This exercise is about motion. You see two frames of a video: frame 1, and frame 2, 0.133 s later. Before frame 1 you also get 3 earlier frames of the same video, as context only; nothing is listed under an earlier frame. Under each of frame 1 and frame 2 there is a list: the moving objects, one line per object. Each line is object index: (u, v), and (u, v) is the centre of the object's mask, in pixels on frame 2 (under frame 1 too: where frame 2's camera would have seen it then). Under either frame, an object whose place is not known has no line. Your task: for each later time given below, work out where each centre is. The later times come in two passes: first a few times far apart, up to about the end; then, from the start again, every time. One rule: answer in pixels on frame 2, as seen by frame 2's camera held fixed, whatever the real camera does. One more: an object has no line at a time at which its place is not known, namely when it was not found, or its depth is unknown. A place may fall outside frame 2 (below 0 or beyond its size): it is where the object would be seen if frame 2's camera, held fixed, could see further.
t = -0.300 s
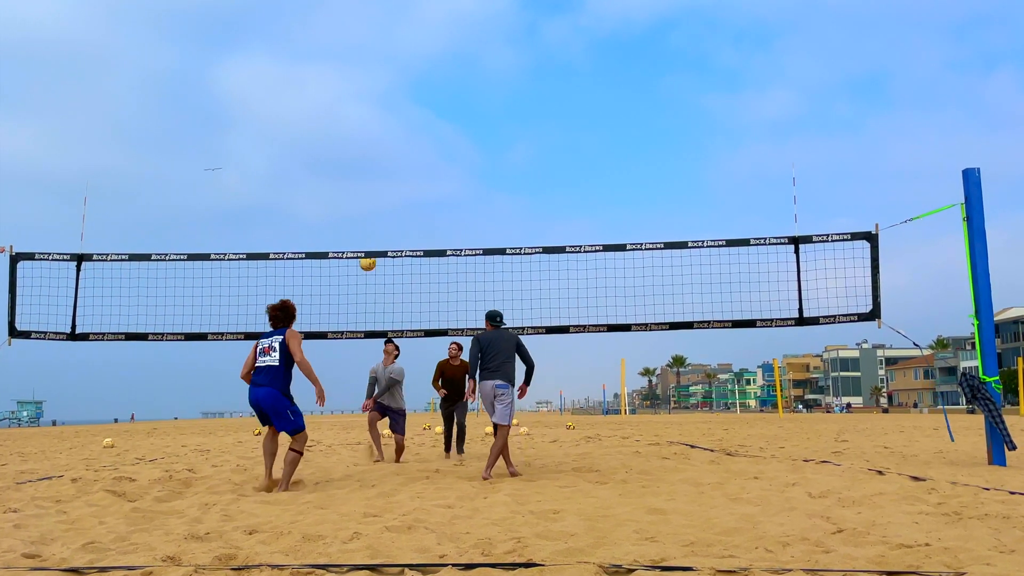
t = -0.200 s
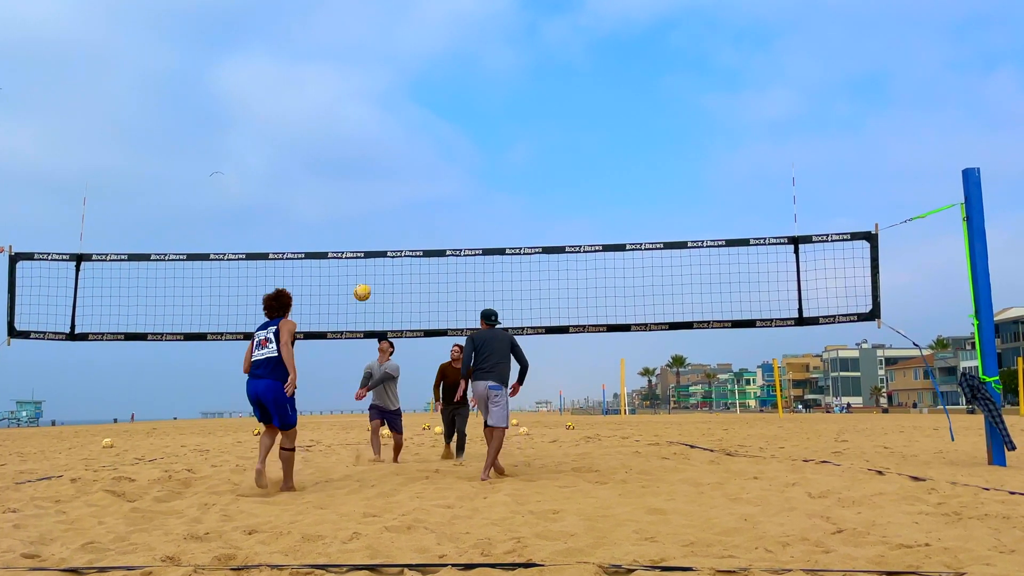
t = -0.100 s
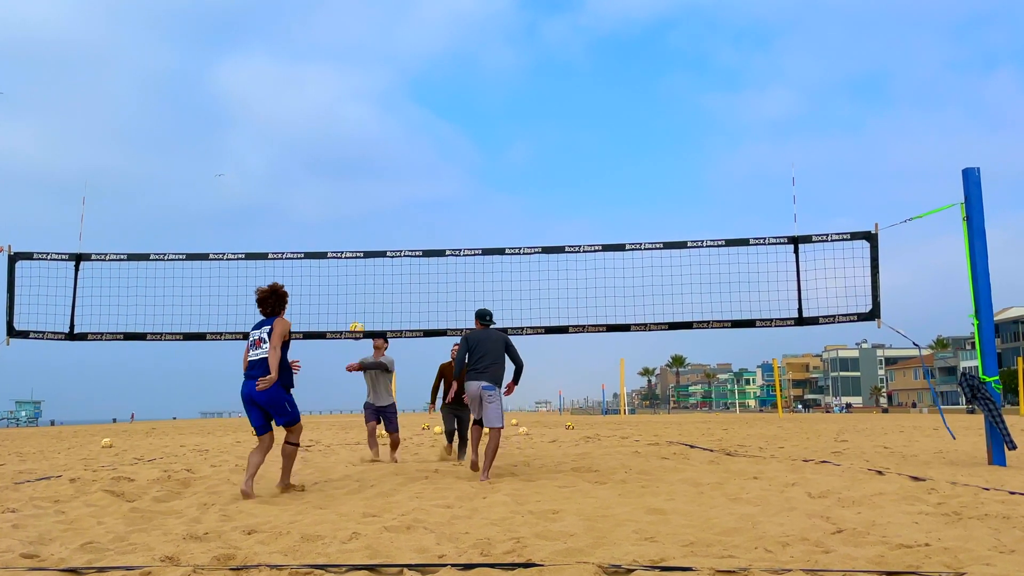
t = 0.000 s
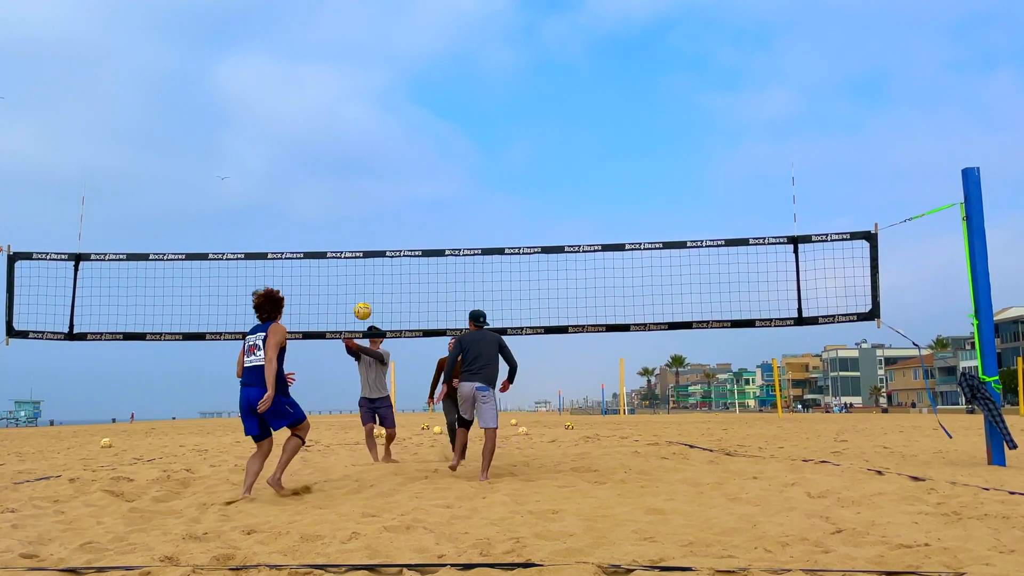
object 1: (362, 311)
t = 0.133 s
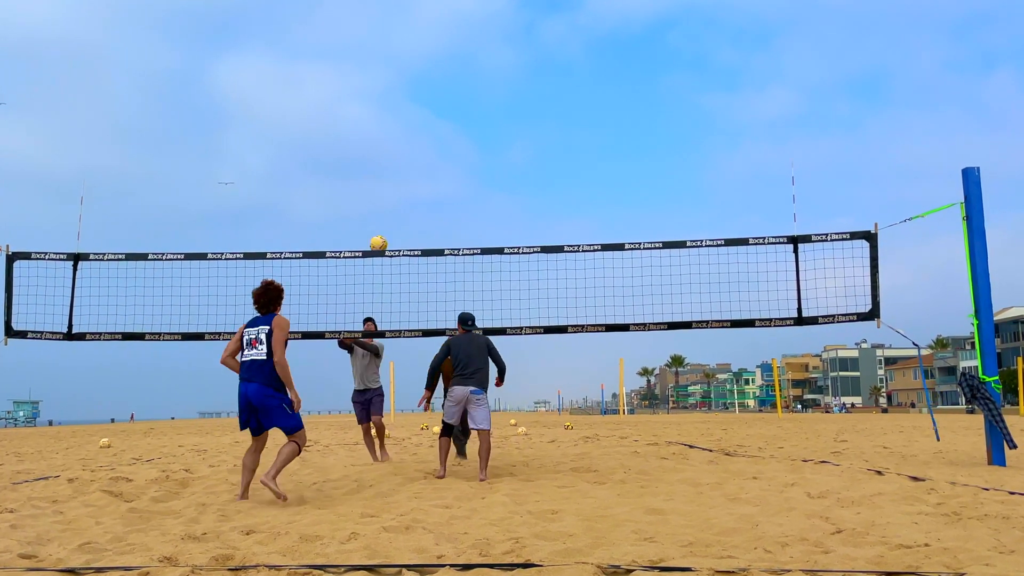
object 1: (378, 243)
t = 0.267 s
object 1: (392, 199)
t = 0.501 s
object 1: (419, 142)
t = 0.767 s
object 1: (449, 128)
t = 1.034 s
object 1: (480, 166)
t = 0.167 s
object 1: (382, 229)
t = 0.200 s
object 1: (386, 216)
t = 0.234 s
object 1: (390, 204)
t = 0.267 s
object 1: (392, 199)
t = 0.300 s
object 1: (395, 188)
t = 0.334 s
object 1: (399, 178)
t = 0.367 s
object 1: (403, 169)
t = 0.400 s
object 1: (407, 161)
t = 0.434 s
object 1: (411, 154)
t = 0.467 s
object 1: (415, 147)
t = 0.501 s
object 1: (419, 142)
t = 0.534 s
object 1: (422, 138)
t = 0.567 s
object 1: (426, 134)
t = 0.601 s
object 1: (430, 131)
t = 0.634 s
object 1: (433, 129)
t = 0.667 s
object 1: (437, 128)
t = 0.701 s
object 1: (441, 127)
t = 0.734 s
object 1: (445, 127)
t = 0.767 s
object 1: (449, 128)
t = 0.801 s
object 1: (452, 130)
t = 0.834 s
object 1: (456, 133)
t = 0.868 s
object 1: (461, 136)
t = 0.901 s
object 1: (464, 141)
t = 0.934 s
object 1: (468, 146)
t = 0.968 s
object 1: (472, 152)
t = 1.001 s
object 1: (476, 159)
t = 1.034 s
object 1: (480, 166)
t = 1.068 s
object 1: (484, 175)
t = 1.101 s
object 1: (488, 184)
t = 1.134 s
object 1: (492, 194)
